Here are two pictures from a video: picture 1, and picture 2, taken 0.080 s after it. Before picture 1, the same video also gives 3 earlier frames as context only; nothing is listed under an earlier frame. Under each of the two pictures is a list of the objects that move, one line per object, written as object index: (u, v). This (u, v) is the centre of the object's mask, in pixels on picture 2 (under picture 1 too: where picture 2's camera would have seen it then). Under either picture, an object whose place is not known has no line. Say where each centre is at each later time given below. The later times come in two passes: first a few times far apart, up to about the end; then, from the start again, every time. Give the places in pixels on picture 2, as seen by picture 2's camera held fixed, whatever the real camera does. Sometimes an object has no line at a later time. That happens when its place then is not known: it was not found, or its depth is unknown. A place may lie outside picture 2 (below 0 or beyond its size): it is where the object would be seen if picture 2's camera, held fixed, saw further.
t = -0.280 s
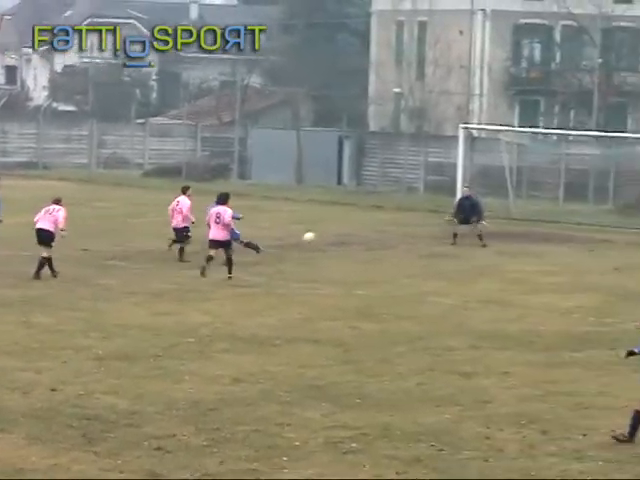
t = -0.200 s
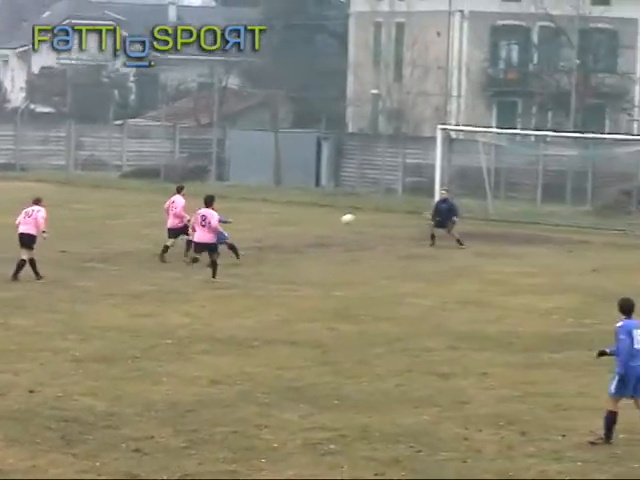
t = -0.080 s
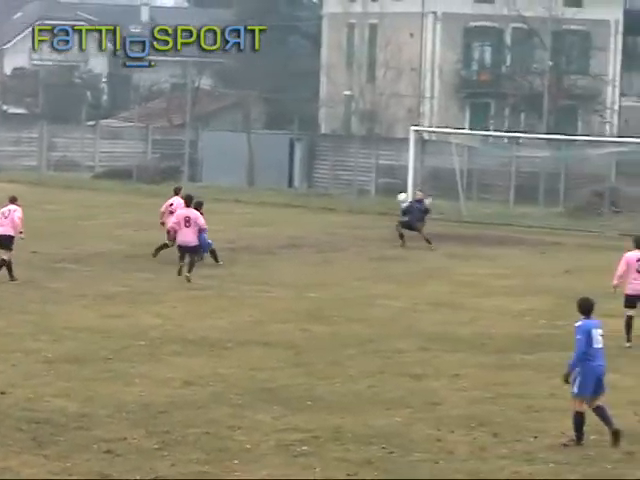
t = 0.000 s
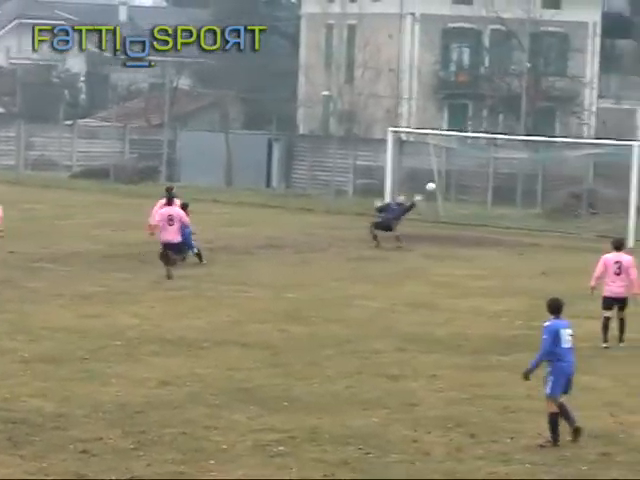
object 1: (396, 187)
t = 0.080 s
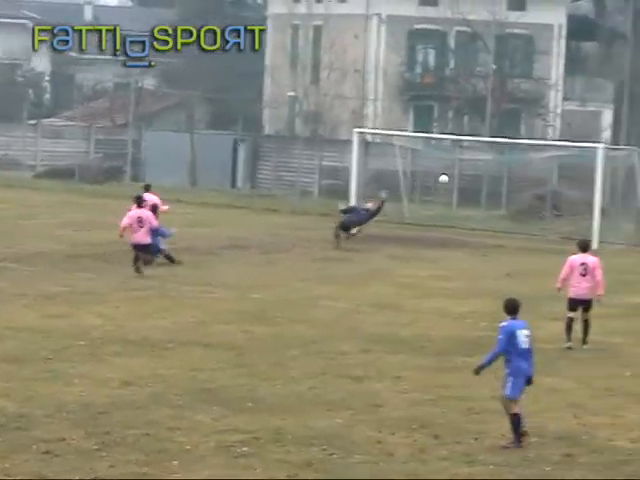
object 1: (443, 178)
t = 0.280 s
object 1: (552, 168)
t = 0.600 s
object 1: (543, 217)
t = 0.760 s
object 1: (530, 228)
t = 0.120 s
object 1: (466, 176)
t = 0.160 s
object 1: (488, 172)
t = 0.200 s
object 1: (509, 170)
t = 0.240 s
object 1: (531, 169)
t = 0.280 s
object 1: (552, 168)
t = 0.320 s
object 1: (569, 167)
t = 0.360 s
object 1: (568, 172)
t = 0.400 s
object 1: (564, 178)
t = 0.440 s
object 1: (560, 184)
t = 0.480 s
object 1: (556, 192)
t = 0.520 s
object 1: (552, 200)
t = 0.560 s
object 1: (547, 209)
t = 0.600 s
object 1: (543, 217)
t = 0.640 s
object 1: (539, 226)
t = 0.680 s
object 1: (535, 236)
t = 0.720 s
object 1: (533, 234)
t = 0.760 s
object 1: (530, 228)
